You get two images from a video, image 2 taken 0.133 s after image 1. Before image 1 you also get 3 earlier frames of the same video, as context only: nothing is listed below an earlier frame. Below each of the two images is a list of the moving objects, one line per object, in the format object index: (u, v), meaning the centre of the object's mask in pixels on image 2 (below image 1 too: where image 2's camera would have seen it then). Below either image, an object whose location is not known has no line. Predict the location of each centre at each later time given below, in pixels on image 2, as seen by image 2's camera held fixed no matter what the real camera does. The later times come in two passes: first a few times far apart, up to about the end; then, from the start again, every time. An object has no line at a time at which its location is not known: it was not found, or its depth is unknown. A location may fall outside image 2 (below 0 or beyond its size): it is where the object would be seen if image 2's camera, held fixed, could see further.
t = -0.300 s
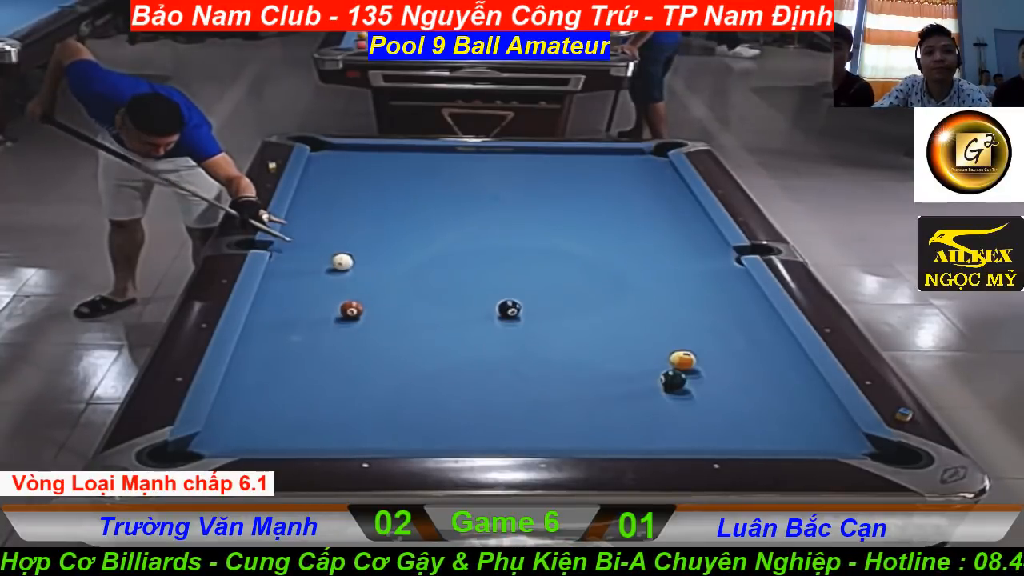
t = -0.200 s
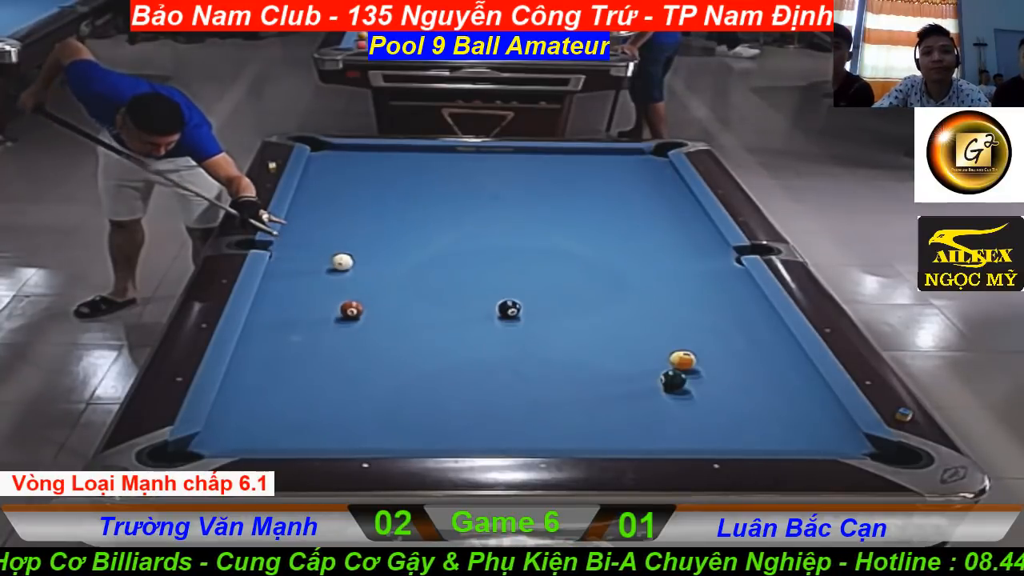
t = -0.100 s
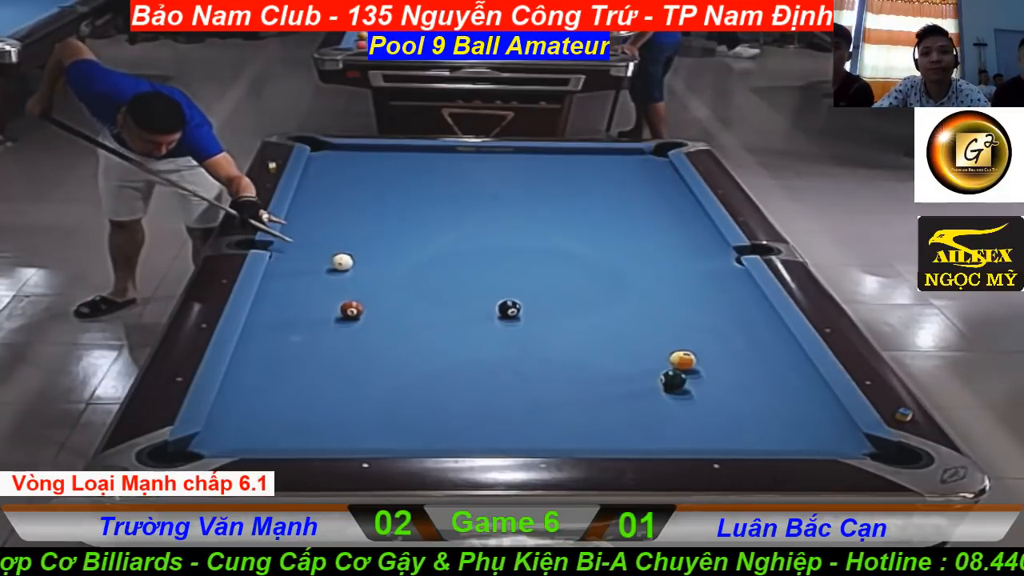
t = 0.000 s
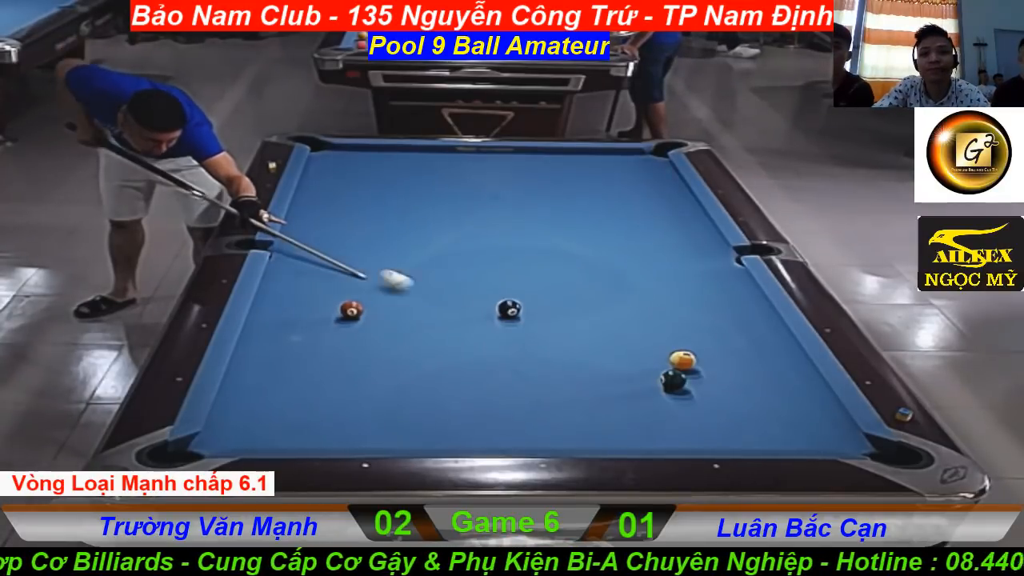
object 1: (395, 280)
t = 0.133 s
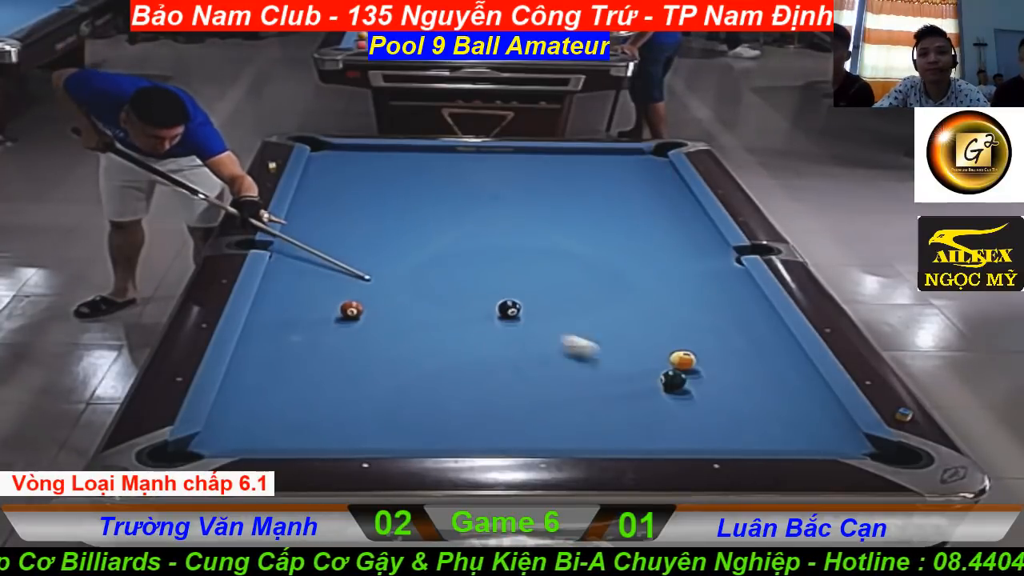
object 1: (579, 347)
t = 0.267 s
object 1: (645, 376)
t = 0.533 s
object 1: (592, 370)
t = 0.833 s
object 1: (520, 355)
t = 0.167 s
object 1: (631, 365)
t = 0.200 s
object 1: (650, 374)
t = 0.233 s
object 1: (648, 375)
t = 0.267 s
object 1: (645, 376)
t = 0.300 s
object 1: (641, 377)
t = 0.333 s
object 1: (636, 376)
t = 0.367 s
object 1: (630, 376)
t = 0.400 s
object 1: (624, 375)
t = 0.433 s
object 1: (616, 374)
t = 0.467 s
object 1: (609, 373)
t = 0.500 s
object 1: (600, 371)
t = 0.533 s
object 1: (592, 370)
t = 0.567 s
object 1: (583, 368)
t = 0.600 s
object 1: (575, 366)
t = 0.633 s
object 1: (567, 364)
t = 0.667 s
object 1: (559, 363)
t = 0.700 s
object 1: (551, 361)
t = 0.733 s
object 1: (543, 359)
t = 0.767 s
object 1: (535, 358)
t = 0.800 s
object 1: (527, 356)
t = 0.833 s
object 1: (520, 355)
